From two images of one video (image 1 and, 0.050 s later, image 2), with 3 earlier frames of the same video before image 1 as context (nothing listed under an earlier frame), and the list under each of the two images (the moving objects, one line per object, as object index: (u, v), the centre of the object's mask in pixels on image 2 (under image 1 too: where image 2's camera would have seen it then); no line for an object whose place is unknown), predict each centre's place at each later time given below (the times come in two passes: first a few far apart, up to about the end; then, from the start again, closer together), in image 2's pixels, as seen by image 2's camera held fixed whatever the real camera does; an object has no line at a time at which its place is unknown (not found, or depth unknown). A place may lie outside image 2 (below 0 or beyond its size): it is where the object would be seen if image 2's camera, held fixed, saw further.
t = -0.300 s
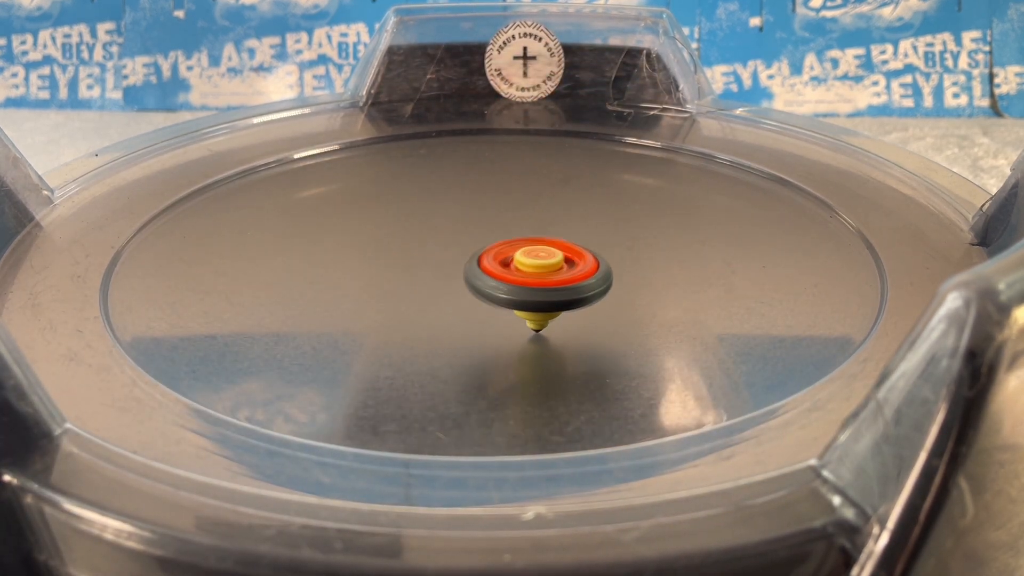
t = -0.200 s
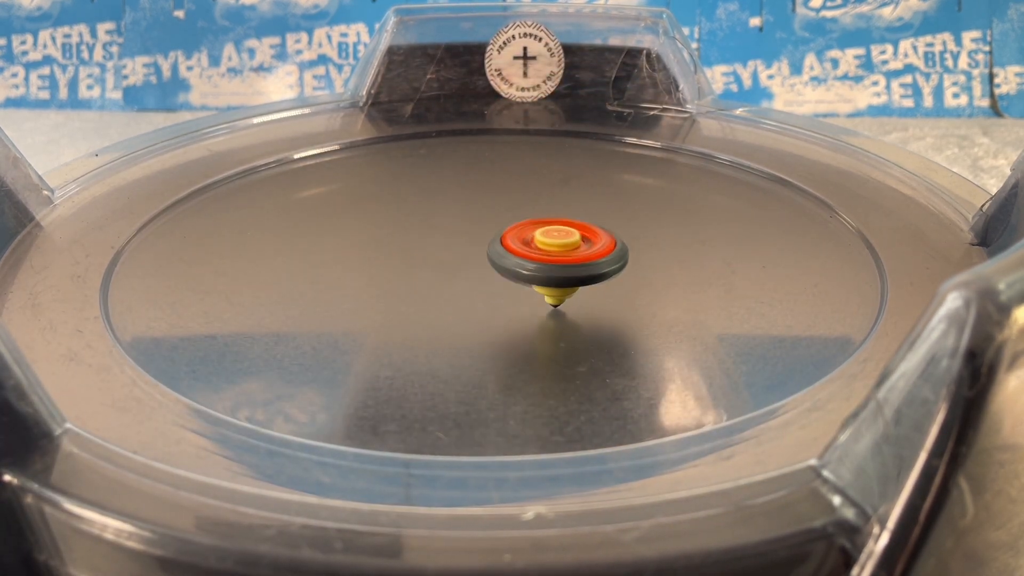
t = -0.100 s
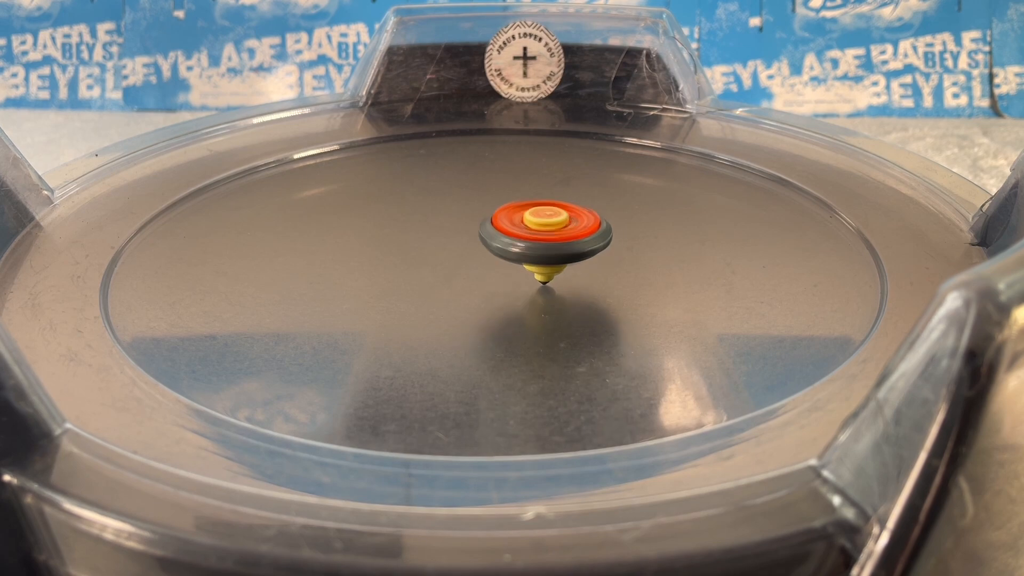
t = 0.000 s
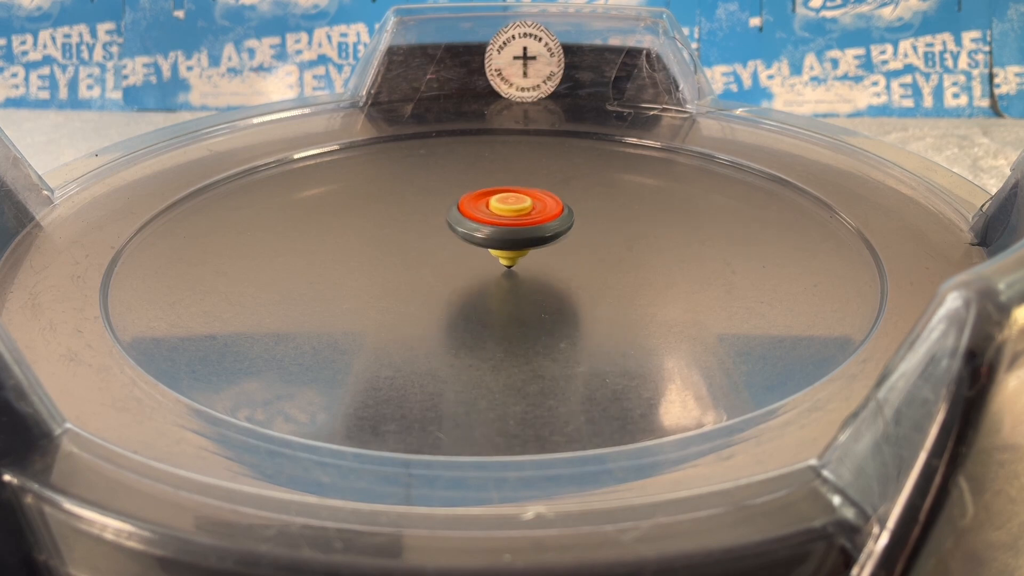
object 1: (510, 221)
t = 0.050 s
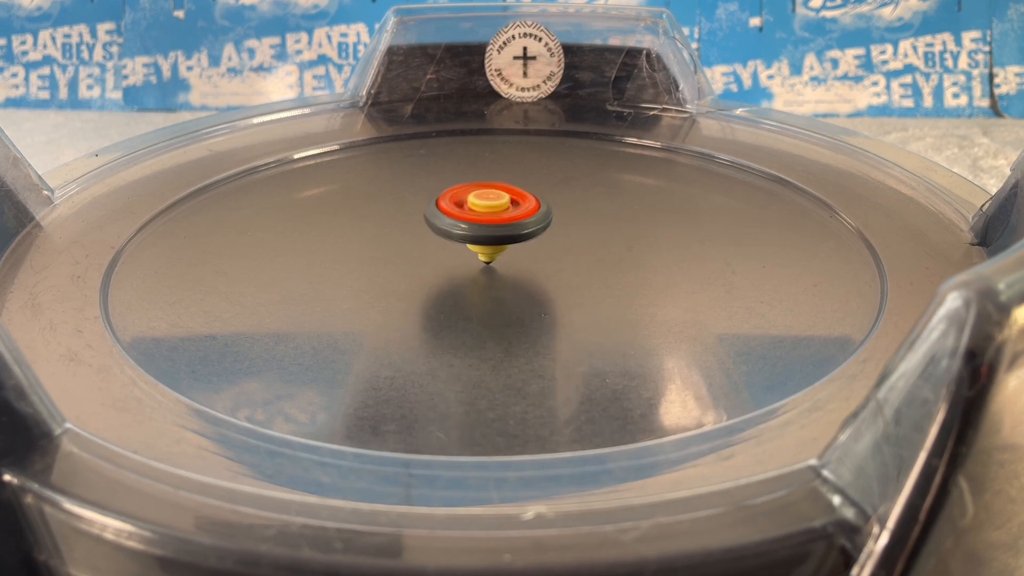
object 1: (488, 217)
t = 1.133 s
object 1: (459, 227)
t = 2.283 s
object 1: (515, 258)
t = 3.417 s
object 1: (492, 258)
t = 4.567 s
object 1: (492, 250)
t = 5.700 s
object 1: (501, 248)
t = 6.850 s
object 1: (507, 254)
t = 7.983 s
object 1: (495, 257)
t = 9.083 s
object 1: (490, 250)
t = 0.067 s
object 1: (481, 217)
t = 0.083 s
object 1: (472, 216)
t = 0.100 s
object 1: (465, 217)
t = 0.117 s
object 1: (456, 217)
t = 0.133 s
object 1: (450, 217)
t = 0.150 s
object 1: (441, 218)
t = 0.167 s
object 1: (436, 220)
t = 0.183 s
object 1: (428, 221)
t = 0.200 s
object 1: (422, 223)
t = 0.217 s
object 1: (416, 226)
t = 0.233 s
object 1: (412, 228)
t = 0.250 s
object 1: (407, 231)
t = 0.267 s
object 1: (404, 233)
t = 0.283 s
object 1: (402, 237)
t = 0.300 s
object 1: (400, 240)
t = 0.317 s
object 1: (401, 243)
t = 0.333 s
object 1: (400, 246)
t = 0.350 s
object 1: (403, 250)
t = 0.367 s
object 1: (405, 254)
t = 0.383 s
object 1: (410, 256)
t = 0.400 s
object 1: (413, 260)
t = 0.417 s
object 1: (420, 262)
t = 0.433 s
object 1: (426, 266)
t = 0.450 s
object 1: (434, 267)
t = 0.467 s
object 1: (441, 270)
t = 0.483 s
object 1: (450, 271)
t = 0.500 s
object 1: (459, 273)
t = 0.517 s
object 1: (467, 273)
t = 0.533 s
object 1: (478, 273)
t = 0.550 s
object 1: (486, 274)
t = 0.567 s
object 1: (496, 273)
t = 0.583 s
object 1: (504, 272)
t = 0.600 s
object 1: (514, 270)
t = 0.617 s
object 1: (521, 270)
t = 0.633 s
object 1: (529, 267)
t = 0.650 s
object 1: (536, 265)
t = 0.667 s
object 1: (542, 262)
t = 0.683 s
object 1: (549, 260)
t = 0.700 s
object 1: (552, 257)
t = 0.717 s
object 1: (558, 254)
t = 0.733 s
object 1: (559, 251)
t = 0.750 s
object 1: (562, 247)
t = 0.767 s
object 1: (563, 245)
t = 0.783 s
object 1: (563, 241)
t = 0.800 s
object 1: (563, 238)
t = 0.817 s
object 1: (561, 234)
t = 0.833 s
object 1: (561, 232)
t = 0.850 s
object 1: (556, 229)
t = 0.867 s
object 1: (554, 226)
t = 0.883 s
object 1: (548, 224)
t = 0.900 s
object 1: (544, 221)
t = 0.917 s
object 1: (538, 220)
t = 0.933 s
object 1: (532, 219)
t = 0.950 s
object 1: (527, 217)
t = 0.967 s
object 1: (519, 217)
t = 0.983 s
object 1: (514, 216)
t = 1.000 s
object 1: (505, 216)
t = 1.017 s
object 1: (500, 216)
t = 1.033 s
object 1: (492, 217)
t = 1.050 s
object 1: (486, 218)
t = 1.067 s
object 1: (480, 219)
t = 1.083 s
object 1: (473, 220)
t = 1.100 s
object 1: (469, 223)
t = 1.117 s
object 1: (462, 225)
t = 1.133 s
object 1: (459, 227)
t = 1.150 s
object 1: (454, 230)
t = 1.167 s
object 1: (452, 232)
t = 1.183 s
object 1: (450, 236)
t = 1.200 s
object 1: (448, 239)
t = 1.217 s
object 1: (449, 242)
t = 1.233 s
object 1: (448, 245)
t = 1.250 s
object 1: (451, 248)
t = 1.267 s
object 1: (452, 252)
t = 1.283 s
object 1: (456, 254)
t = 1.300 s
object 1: (461, 257)
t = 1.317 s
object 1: (465, 260)
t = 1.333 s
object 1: (472, 262)
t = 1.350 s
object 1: (477, 265)
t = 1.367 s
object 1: (486, 265)
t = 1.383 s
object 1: (492, 267)
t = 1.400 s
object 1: (500, 268)
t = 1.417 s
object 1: (508, 269)
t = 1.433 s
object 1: (515, 268)
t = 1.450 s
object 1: (524, 268)
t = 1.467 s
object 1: (530, 268)
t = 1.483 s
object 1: (539, 266)
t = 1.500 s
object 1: (545, 265)
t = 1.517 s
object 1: (552, 263)
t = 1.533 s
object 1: (558, 261)
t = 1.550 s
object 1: (562, 260)
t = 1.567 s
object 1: (568, 257)
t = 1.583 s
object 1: (571, 255)
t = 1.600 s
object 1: (574, 252)
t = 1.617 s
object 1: (576, 249)
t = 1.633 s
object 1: (576, 247)
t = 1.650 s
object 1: (577, 244)
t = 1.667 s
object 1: (575, 242)
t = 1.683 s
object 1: (574, 239)
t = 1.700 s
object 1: (572, 237)
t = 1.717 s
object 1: (567, 235)
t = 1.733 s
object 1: (564, 233)
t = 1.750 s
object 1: (558, 233)
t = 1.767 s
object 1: (553, 231)
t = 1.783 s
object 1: (548, 231)
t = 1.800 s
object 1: (542, 231)
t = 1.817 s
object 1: (537, 230)
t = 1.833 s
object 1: (530, 231)
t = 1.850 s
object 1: (525, 232)
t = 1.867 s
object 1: (520, 233)
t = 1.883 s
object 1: (514, 234)
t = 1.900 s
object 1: (511, 235)
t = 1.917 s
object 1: (505, 238)
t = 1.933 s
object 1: (503, 239)
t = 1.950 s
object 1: (500, 241)
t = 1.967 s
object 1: (497, 243)
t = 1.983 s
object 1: (497, 245)
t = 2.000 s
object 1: (495, 248)
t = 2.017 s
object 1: (496, 249)
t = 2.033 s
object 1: (497, 251)
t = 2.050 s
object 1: (498, 253)
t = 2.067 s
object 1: (501, 254)
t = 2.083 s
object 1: (502, 255)
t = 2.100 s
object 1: (506, 255)
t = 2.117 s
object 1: (508, 256)
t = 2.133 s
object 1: (508, 256)
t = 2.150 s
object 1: (510, 256)
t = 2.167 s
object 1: (510, 257)
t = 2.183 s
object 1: (512, 257)
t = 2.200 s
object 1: (513, 257)
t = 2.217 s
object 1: (512, 258)
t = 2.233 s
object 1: (514, 257)
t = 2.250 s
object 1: (513, 258)
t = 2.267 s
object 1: (514, 258)
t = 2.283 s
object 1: (515, 258)
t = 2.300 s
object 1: (514, 259)
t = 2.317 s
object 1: (516, 258)
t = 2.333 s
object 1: (515, 258)
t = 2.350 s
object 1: (516, 258)
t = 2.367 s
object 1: (517, 258)
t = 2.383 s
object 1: (516, 258)
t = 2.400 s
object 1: (517, 258)
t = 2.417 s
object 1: (517, 258)
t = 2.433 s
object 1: (516, 258)
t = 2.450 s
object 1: (517, 258)
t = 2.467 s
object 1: (516, 258)
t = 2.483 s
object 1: (516, 258)
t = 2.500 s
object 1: (517, 258)
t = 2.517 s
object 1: (515, 258)
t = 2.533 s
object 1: (516, 257)
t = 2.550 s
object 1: (516, 258)
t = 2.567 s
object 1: (514, 258)
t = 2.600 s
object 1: (515, 258)
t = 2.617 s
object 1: (513, 258)
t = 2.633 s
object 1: (514, 258)
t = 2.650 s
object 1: (514, 258)
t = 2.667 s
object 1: (512, 258)
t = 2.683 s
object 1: (512, 257)
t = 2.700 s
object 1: (512, 258)
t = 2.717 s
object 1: (511, 258)
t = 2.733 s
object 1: (511, 257)
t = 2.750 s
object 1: (510, 258)
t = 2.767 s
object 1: (509, 258)
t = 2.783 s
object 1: (510, 258)
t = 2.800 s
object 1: (508, 258)
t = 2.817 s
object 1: (508, 257)
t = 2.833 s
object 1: (508, 258)
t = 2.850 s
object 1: (506, 258)
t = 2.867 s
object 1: (507, 257)
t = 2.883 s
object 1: (506, 258)
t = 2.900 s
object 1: (505, 258)
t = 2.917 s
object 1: (505, 257)
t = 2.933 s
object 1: (504, 258)
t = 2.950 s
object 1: (503, 258)
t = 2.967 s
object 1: (504, 258)
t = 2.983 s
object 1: (502, 258)
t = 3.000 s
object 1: (503, 257)
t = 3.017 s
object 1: (503, 258)
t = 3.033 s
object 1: (501, 258)
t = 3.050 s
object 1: (502, 257)
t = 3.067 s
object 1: (501, 258)
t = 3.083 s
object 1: (500, 258)
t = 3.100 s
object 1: (501, 257)
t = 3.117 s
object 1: (499, 258)
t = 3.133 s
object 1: (499, 258)
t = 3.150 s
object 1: (499, 258)
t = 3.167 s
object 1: (498, 258)
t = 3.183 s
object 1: (498, 257)
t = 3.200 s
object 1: (498, 257)
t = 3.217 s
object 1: (496, 258)
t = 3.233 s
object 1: (497, 257)
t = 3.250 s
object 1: (497, 258)
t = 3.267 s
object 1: (495, 258)
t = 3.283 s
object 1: (496, 257)
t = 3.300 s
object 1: (495, 258)
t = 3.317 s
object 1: (494, 258)
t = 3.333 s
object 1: (495, 257)
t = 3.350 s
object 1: (494, 258)
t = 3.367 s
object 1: (493, 258)
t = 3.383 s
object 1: (494, 257)
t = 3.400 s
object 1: (493, 258)
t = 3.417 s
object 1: (492, 258)
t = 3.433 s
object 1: (493, 257)
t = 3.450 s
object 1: (491, 258)
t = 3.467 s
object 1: (491, 258)
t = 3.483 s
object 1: (491, 257)
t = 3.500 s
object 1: (490, 258)
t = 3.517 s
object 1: (490, 258)
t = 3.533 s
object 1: (490, 257)
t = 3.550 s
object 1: (489, 258)
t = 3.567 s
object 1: (489, 257)
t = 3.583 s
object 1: (489, 257)
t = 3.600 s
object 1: (488, 258)
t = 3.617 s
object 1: (488, 257)
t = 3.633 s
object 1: (489, 257)
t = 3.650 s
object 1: (487, 257)
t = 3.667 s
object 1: (488, 257)
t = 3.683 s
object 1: (488, 257)
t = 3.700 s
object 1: (487, 257)
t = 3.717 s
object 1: (487, 257)
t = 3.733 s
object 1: (488, 257)
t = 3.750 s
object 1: (486, 257)
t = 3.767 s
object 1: (487, 256)
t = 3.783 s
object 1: (488, 256)
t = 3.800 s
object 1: (486, 257)
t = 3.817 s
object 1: (487, 256)
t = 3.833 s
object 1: (487, 256)
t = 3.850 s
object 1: (486, 256)
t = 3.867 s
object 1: (487, 256)
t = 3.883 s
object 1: (487, 256)
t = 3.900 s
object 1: (486, 256)
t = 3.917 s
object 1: (486, 256)
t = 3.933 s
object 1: (487, 256)
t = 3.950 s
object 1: (486, 256)
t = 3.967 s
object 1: (486, 255)
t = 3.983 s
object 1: (488, 255)
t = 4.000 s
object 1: (487, 255)
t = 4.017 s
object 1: (487, 255)
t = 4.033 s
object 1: (488, 255)
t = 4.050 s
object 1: (487, 255)
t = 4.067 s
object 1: (487, 255)
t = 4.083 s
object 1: (489, 254)
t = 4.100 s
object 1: (488, 255)
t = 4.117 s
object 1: (487, 254)
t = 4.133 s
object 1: (489, 254)
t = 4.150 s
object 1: (489, 254)
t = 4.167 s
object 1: (488, 254)
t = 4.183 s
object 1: (489, 253)
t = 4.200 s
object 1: (489, 254)
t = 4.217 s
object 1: (488, 254)
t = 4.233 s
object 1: (489, 253)
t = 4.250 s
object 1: (490, 253)
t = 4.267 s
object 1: (489, 253)
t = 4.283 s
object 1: (490, 253)
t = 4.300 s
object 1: (491, 253)
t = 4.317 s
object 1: (489, 253)
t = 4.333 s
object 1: (490, 252)
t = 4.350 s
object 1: (491, 252)
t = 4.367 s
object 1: (490, 252)
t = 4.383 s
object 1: (490, 252)
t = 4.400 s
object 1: (491, 252)
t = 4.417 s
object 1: (491, 252)
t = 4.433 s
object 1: (490, 252)
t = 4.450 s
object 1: (491, 251)
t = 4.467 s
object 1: (491, 251)
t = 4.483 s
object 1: (490, 251)
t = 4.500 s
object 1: (491, 251)
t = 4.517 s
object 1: (492, 251)
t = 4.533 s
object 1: (491, 251)
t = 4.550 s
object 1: (491, 250)
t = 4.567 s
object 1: (492, 250)
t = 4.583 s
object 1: (492, 250)
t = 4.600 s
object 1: (491, 250)
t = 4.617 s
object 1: (493, 250)
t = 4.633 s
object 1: (492, 250)
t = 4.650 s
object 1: (491, 250)
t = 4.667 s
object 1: (492, 249)
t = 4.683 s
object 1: (493, 249)
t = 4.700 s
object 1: (492, 249)
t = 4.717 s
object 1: (492, 249)
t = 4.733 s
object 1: (493, 249)
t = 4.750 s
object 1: (493, 249)
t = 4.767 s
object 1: (492, 249)
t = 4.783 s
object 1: (493, 249)
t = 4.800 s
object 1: (493, 249)
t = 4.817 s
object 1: (493, 249)
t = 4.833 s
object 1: (493, 248)
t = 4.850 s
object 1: (494, 248)
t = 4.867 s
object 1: (493, 249)
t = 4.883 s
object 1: (493, 248)
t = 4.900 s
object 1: (494, 248)
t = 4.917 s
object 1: (494, 248)
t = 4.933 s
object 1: (493, 248)
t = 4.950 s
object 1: (495, 248)
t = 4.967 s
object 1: (495, 248)
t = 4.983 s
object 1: (494, 248)
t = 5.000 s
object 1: (495, 248)
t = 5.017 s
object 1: (496, 248)
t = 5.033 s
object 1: (496, 248)
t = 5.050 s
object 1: (495, 248)
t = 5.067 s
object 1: (496, 248)
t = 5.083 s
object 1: (497, 248)
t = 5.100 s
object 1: (496, 248)
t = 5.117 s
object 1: (497, 247)
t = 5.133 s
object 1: (498, 247)
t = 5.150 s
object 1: (497, 247)
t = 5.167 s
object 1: (497, 247)
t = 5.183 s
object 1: (498, 247)
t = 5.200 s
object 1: (498, 247)
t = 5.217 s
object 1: (497, 248)
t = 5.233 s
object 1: (497, 247)
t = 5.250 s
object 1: (498, 247)
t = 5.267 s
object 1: (498, 247)
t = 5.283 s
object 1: (497, 247)
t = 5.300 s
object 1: (498, 247)
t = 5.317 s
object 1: (498, 247)
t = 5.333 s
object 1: (497, 247)
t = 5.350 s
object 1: (497, 247)
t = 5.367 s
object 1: (498, 247)
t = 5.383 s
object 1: (499, 247)
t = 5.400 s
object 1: (497, 247)
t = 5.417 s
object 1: (498, 247)
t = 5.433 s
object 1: (499, 247)
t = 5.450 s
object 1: (499, 247)
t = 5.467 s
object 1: (498, 247)
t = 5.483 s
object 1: (499, 247)
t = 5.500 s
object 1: (500, 247)
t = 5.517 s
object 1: (499, 248)
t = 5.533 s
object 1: (499, 247)
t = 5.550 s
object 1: (500, 247)
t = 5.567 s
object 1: (500, 247)
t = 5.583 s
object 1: (499, 248)
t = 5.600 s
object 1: (499, 248)
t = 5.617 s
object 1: (501, 248)
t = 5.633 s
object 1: (500, 248)
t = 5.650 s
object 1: (499, 248)
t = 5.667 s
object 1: (501, 248)
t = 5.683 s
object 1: (501, 248)
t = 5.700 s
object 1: (501, 248)
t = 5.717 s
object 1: (500, 248)
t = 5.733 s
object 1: (501, 248)
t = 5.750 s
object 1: (502, 248)
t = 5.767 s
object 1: (501, 249)
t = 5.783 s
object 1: (501, 249)
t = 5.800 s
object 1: (502, 248)
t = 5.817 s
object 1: (503, 249)
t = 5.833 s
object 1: (502, 249)
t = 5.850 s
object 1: (502, 249)
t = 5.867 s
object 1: (503, 249)
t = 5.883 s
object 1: (503, 249)
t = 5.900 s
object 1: (503, 249)
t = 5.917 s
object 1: (503, 249)
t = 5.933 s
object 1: (504, 249)
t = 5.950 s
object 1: (505, 250)
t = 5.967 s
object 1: (504, 250)
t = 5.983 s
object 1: (504, 249)
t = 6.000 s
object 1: (505, 249)
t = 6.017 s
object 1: (505, 250)
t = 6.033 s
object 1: (504, 250)
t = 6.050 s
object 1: (505, 250)
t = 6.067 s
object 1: (506, 250)
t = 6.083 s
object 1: (506, 250)
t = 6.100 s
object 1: (505, 250)
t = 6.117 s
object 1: (506, 250)
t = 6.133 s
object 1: (507, 250)
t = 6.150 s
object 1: (507, 250)
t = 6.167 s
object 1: (506, 251)
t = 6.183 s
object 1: (507, 250)
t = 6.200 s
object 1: (508, 250)
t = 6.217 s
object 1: (507, 251)
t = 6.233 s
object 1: (506, 251)
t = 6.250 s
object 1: (507, 251)
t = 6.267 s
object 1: (508, 251)
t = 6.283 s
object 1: (508, 251)
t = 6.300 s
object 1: (507, 252)
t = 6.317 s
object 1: (507, 251)
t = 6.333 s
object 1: (508, 251)
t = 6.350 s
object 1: (508, 252)
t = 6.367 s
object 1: (507, 252)
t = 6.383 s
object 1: (507, 252)
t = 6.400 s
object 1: (508, 251)
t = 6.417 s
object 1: (508, 252)
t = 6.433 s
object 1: (507, 252)
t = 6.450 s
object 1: (507, 252)
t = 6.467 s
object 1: (508, 252)
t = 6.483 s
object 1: (508, 252)
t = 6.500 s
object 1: (507, 253)
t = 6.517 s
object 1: (507, 252)
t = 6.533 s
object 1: (508, 252)
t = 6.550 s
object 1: (508, 252)
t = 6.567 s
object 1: (508, 253)
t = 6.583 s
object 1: (507, 253)
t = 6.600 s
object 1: (508, 252)
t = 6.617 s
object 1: (508, 252)
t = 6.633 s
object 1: (508, 253)
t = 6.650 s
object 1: (507, 253)
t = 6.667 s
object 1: (507, 253)
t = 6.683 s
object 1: (508, 253)
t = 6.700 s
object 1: (508, 253)
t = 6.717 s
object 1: (507, 254)
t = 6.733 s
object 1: (507, 254)
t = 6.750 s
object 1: (507, 253)
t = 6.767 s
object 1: (508, 253)
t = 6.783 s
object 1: (507, 254)
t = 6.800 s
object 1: (506, 254)
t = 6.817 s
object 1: (507, 254)
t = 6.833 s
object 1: (507, 254)
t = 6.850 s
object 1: (507, 254)
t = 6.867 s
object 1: (506, 255)
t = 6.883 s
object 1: (506, 254)
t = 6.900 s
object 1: (507, 254)
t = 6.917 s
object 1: (507, 254)
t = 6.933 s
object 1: (506, 255)
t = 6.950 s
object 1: (505, 255)
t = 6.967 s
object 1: (506, 255)
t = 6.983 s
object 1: (506, 255)
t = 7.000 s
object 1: (506, 255)
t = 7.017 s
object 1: (505, 256)
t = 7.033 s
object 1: (505, 255)
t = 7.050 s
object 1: (506, 255)
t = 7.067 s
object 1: (505, 255)
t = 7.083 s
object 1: (505, 256)
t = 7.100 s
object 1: (504, 256)
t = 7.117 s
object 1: (504, 256)
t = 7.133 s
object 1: (505, 256)
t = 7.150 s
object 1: (505, 256)
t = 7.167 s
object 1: (503, 256)
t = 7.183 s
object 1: (503, 256)
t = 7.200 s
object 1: (504, 256)
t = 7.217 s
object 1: (504, 256)
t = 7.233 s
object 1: (504, 256)
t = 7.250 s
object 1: (503, 257)
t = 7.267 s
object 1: (503, 257)
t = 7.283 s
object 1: (503, 256)
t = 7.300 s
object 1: (503, 257)
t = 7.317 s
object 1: (502, 257)
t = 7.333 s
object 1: (502, 257)
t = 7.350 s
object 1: (502, 257)
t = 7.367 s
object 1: (503, 256)
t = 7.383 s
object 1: (503, 257)
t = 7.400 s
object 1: (501, 257)
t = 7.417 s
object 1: (501, 257)
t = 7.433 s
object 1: (501, 257)
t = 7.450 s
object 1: (501, 257)
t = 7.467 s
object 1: (501, 258)
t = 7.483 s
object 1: (500, 258)
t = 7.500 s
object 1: (500, 258)
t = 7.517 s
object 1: (500, 257)
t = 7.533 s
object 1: (501, 257)
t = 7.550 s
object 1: (500, 258)
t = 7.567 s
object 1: (499, 258)
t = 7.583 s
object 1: (499, 258)
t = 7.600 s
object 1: (499, 258)
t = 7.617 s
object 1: (500, 257)
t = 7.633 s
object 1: (499, 258)
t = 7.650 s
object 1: (498, 258)
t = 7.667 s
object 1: (498, 258)
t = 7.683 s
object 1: (499, 258)
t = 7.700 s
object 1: (499, 258)
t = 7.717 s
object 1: (499, 258)
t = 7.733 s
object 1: (497, 258)
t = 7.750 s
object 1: (497, 258)
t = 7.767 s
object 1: (497, 258)
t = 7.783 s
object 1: (498, 258)
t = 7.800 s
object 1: (497, 258)
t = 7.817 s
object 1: (496, 258)
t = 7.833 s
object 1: (496, 258)
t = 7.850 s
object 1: (496, 257)
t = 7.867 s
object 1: (497, 257)
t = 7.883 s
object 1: (497, 257)
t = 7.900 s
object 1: (495, 258)
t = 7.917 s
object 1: (495, 258)
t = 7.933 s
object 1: (495, 257)
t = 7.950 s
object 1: (496, 257)
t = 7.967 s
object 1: (496, 257)
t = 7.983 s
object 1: (495, 257)
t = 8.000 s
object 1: (494, 258)
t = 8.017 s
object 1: (494, 257)
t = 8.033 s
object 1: (495, 257)
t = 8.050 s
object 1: (495, 257)
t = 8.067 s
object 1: (495, 257)
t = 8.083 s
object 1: (494, 257)
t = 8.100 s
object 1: (493, 257)
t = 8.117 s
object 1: (494, 256)
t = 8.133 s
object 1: (494, 256)
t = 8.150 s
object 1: (494, 256)
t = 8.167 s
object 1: (494, 257)
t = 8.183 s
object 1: (493, 257)
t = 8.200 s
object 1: (493, 256)
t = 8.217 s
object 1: (494, 256)
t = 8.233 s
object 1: (494, 256)
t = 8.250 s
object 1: (494, 256)
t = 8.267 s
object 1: (493, 256)
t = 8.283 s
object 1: (493, 256)
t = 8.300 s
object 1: (493, 255)
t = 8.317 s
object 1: (494, 255)
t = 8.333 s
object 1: (494, 255)
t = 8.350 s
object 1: (493, 255)
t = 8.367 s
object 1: (492, 255)
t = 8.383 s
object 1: (492, 255)
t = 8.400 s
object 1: (493, 255)
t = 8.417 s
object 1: (494, 255)
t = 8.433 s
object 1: (493, 255)
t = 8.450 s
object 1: (492, 255)
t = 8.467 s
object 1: (492, 255)
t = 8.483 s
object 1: (492, 254)
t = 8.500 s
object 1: (493, 254)
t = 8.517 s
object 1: (493, 254)
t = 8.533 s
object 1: (493, 254)
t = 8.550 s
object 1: (492, 254)
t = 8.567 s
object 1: (491, 254)
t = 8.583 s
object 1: (492, 253)
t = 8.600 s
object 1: (493, 253)
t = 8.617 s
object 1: (493, 253)
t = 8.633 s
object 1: (493, 253)
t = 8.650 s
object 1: (492, 253)
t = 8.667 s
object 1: (491, 253)
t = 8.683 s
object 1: (492, 252)
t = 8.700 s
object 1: (492, 252)
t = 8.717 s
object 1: (493, 252)
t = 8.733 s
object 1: (492, 252)
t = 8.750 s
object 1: (491, 252)
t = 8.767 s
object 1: (491, 252)
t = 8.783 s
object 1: (491, 252)
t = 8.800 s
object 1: (492, 251)
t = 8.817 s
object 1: (492, 251)
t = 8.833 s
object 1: (492, 251)
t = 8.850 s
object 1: (491, 251)
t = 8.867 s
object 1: (491, 251)
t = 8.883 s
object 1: (491, 251)
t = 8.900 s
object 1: (491, 251)
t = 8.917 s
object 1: (492, 251)
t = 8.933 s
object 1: (492, 251)
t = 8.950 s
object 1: (491, 251)
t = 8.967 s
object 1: (490, 251)
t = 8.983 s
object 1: (490, 251)
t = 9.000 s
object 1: (491, 250)
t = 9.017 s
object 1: (492, 250)
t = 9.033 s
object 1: (492, 250)
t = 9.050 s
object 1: (491, 250)
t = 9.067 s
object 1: (490, 250)
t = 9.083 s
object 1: (490, 250)
